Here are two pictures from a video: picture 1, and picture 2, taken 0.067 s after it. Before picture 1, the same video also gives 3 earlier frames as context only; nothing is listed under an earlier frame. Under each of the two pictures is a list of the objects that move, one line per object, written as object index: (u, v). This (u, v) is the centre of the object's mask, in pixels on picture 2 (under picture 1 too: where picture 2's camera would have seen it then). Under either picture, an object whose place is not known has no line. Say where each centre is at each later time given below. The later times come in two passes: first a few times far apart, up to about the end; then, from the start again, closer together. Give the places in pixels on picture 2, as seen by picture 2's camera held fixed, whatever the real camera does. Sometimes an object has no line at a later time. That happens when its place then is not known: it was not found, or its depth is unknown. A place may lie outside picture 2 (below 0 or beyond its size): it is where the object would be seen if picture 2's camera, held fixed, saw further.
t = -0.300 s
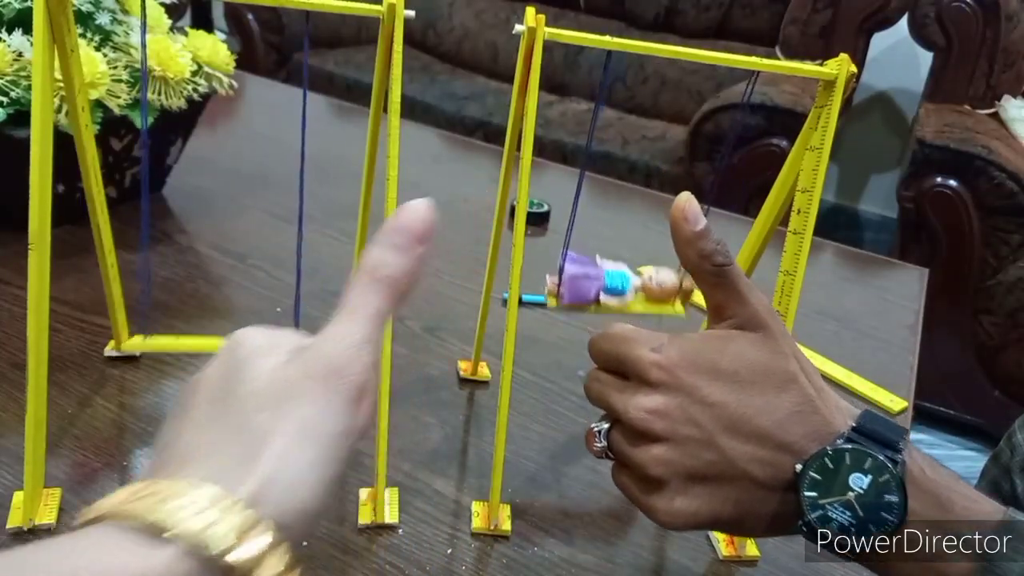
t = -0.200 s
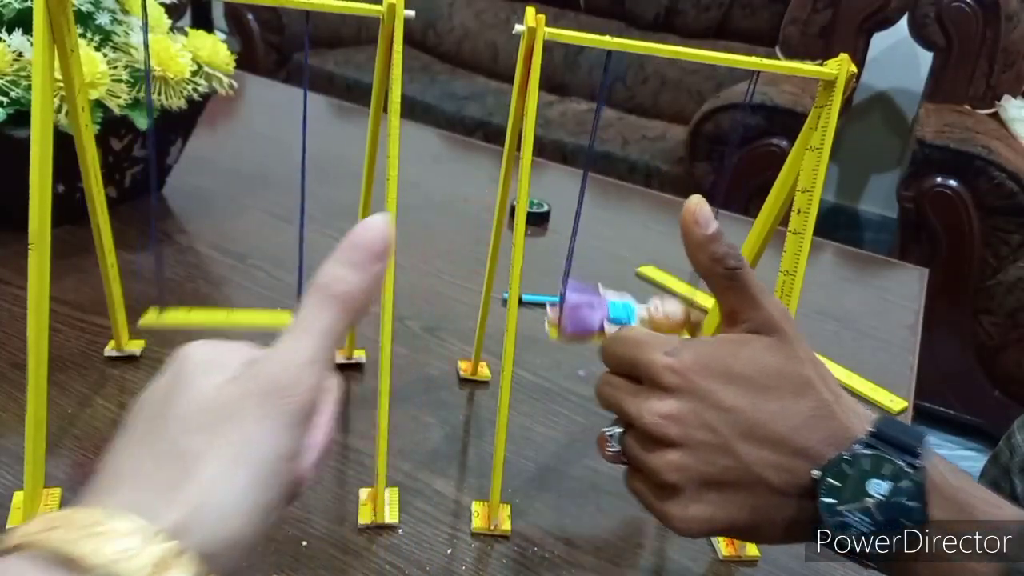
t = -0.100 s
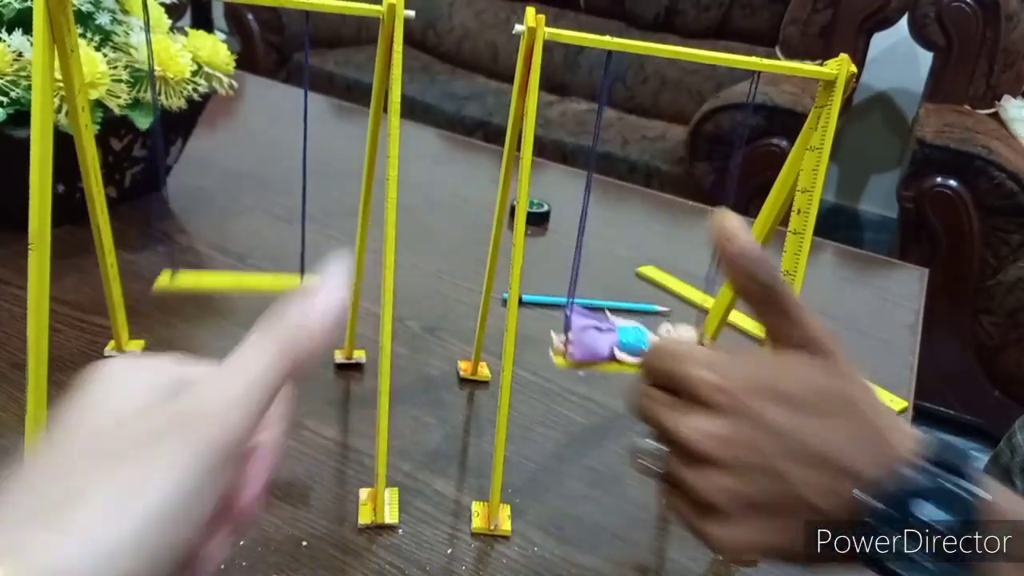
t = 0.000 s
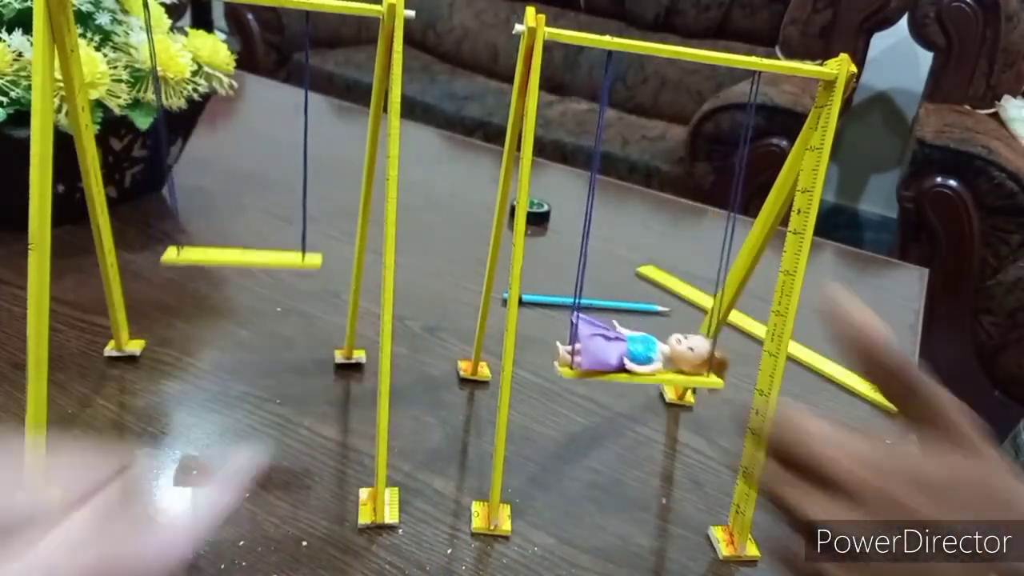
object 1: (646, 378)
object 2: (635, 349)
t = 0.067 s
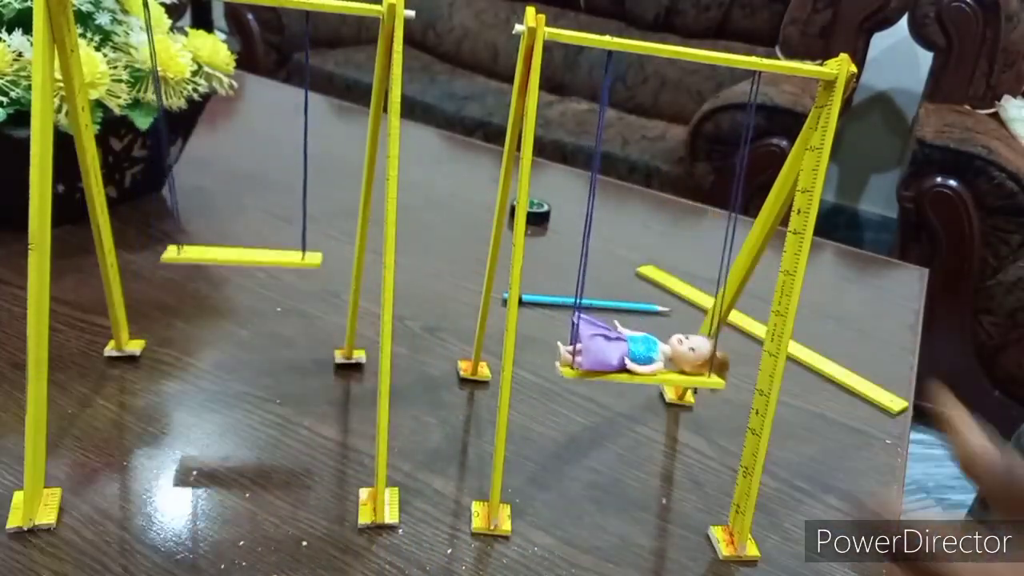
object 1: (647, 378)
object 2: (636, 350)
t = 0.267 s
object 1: (638, 340)
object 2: (621, 314)
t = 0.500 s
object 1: (629, 297)
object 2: (612, 274)
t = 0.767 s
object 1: (640, 365)
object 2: (622, 338)
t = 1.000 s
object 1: (639, 372)
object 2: (632, 342)
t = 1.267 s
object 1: (624, 305)
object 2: (614, 281)
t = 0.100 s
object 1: (647, 376)
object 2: (635, 348)
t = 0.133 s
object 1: (647, 373)
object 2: (633, 344)
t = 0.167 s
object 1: (645, 367)
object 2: (628, 340)
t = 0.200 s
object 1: (640, 359)
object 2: (628, 333)
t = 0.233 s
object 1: (637, 351)
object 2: (626, 324)
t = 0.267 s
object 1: (638, 340)
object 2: (621, 314)
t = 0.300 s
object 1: (633, 330)
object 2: (619, 304)
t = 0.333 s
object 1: (629, 319)
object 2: (617, 295)
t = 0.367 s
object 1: (633, 310)
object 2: (616, 285)
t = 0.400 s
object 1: (626, 303)
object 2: (614, 278)
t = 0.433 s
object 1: (629, 298)
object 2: (613, 274)
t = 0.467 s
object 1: (630, 296)
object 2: (613, 273)
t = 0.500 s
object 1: (629, 297)
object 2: (612, 274)
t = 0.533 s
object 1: (639, 302)
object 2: (612, 277)
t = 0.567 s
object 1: (625, 308)
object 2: (612, 284)
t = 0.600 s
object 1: (646, 319)
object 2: (614, 292)
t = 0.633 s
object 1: (628, 328)
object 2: (614, 302)
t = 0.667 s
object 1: (626, 338)
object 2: (616, 312)
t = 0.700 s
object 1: (629, 349)
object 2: (620, 322)
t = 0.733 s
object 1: (636, 358)
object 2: (620, 331)
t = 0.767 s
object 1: (640, 365)
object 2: (622, 338)
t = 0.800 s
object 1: (640, 372)
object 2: (623, 343)
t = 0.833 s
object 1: (643, 375)
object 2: (627, 346)
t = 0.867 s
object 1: (647, 376)
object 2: (633, 348)
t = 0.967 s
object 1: (648, 375)
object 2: (628, 346)
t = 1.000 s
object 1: (639, 372)
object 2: (632, 342)
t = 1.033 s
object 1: (638, 367)
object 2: (632, 340)
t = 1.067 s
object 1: (637, 358)
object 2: (629, 332)
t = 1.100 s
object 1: (638, 350)
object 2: (622, 323)
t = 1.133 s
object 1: (632, 339)
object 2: (619, 314)
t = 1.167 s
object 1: (629, 331)
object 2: (619, 306)
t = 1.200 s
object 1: (632, 323)
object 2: (617, 297)
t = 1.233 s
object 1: (627, 313)
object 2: (614, 288)
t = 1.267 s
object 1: (624, 305)
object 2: (614, 281)
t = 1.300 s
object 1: (630, 300)
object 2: (610, 276)
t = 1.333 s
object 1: (628, 299)
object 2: (612, 275)
